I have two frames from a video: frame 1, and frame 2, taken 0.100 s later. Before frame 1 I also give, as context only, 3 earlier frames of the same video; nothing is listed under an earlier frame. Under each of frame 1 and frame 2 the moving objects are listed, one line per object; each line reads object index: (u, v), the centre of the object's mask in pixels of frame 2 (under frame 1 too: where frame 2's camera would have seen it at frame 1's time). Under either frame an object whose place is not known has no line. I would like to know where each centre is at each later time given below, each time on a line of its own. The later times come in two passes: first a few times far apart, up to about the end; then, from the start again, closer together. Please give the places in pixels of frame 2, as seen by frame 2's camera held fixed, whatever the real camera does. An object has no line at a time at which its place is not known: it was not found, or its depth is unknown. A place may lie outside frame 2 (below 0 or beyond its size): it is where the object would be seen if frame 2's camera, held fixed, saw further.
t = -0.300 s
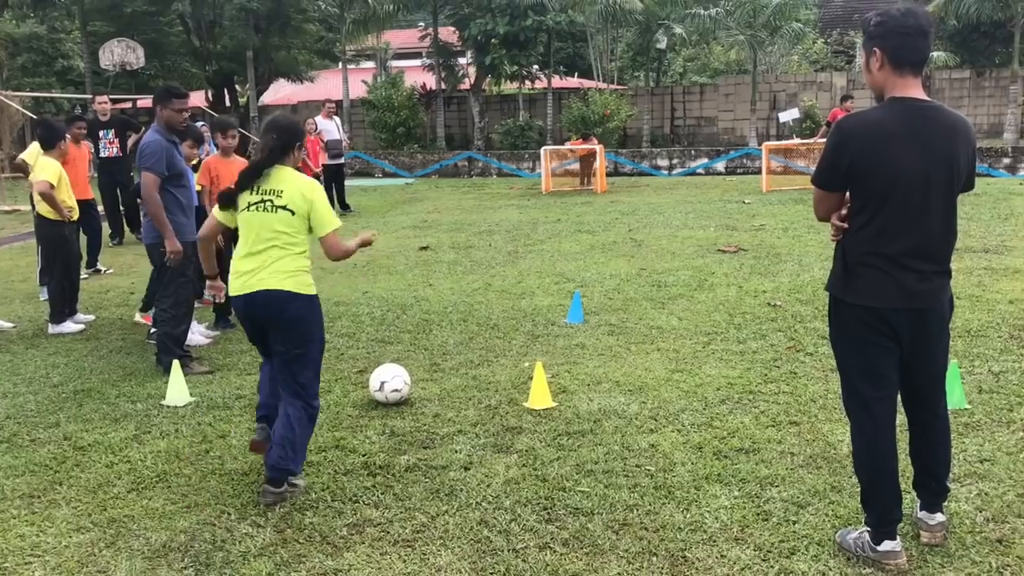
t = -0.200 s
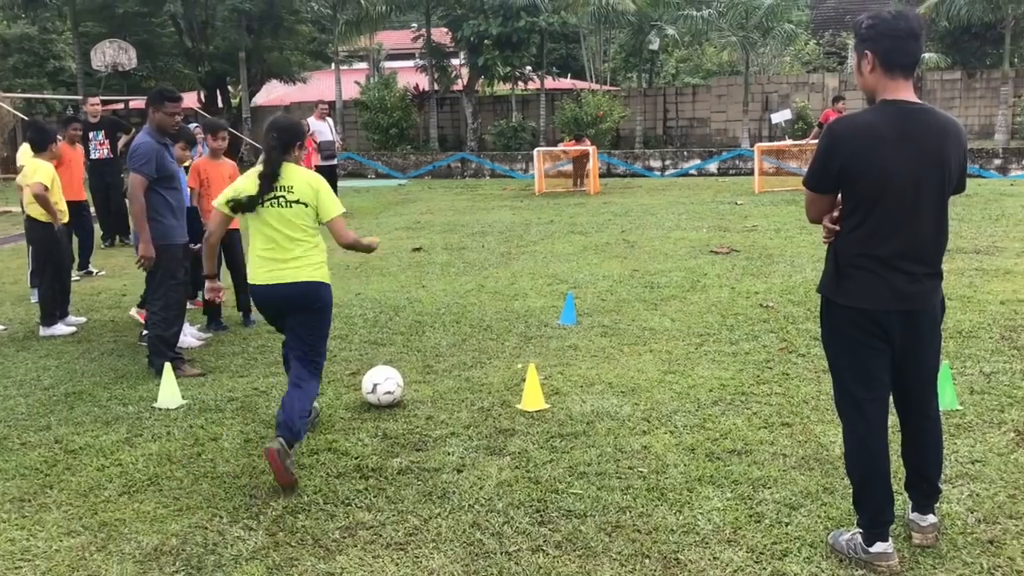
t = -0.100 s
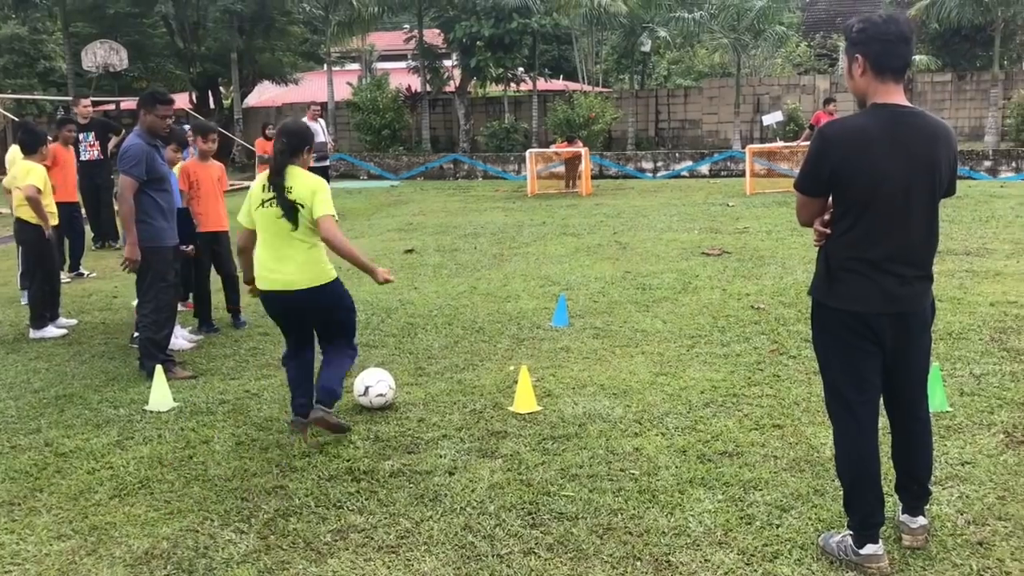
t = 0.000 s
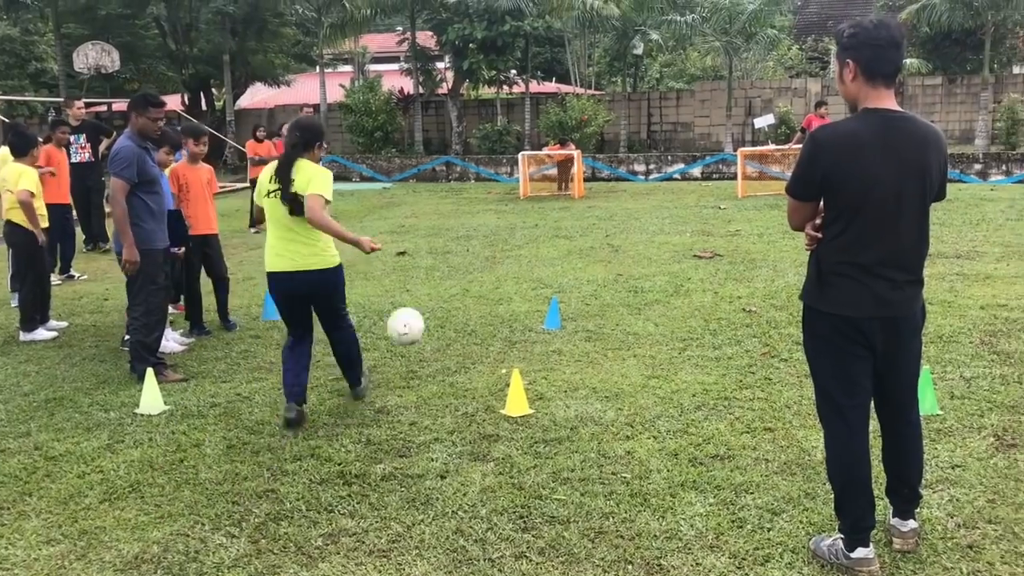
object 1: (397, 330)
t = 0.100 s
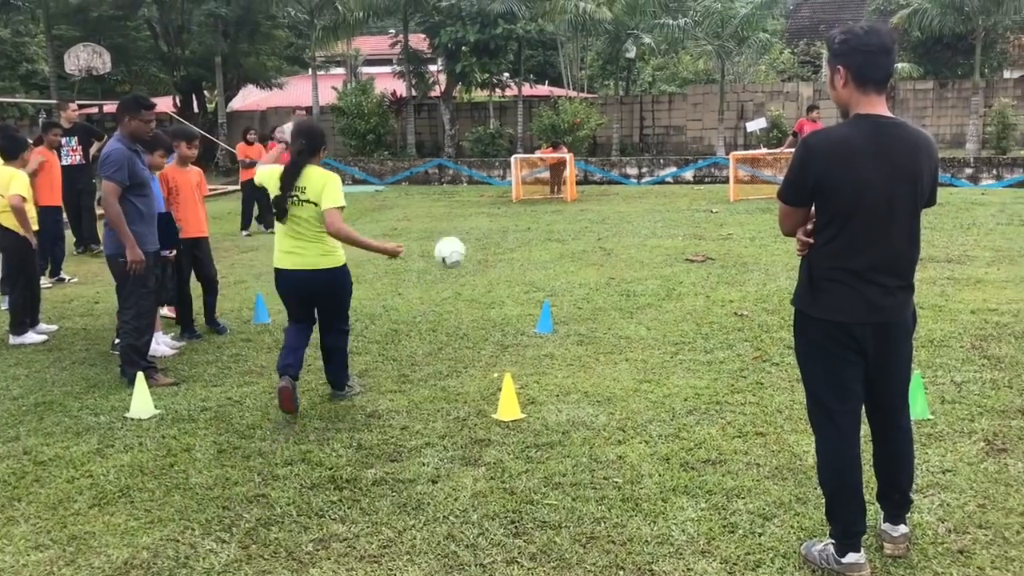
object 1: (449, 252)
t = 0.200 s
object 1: (487, 208)
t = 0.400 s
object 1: (538, 174)
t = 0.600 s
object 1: (571, 182)
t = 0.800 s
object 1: (594, 210)
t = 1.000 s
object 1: (604, 190)
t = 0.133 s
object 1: (463, 235)
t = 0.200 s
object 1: (487, 208)
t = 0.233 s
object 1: (497, 198)
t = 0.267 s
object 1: (507, 190)
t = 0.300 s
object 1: (516, 184)
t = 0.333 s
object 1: (524, 180)
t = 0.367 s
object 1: (531, 177)
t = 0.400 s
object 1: (538, 174)
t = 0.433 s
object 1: (545, 174)
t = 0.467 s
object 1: (551, 174)
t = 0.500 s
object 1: (556, 175)
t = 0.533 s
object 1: (561, 177)
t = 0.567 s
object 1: (566, 179)
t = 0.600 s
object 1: (571, 182)
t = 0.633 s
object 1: (576, 186)
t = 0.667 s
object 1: (579, 189)
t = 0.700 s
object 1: (583, 194)
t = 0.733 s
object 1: (587, 199)
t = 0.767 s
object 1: (591, 204)
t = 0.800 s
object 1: (594, 210)
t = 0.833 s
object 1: (597, 214)
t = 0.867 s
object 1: (599, 208)
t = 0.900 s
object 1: (600, 202)
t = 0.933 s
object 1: (601, 197)
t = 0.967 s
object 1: (603, 194)
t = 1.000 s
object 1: (604, 190)
